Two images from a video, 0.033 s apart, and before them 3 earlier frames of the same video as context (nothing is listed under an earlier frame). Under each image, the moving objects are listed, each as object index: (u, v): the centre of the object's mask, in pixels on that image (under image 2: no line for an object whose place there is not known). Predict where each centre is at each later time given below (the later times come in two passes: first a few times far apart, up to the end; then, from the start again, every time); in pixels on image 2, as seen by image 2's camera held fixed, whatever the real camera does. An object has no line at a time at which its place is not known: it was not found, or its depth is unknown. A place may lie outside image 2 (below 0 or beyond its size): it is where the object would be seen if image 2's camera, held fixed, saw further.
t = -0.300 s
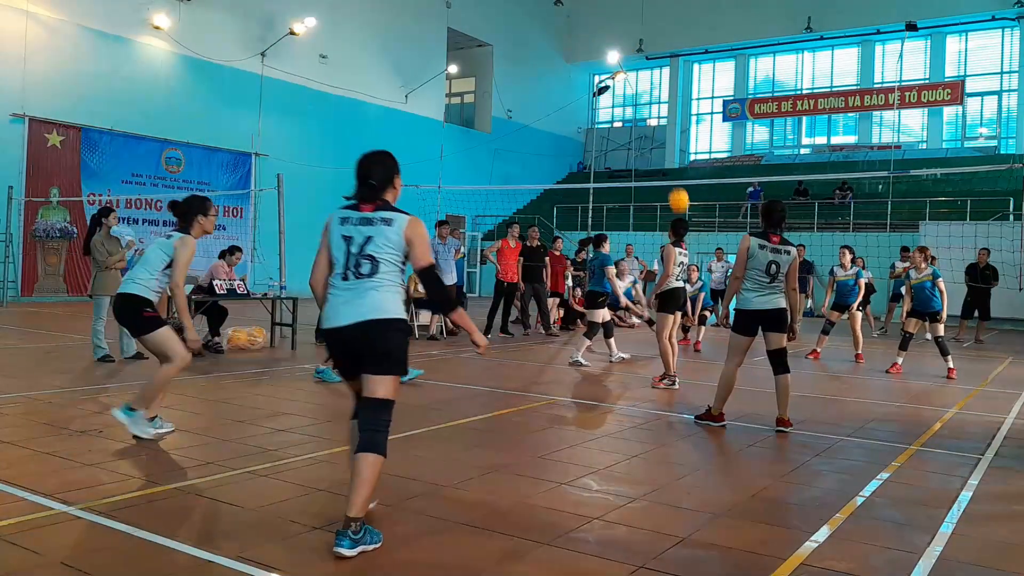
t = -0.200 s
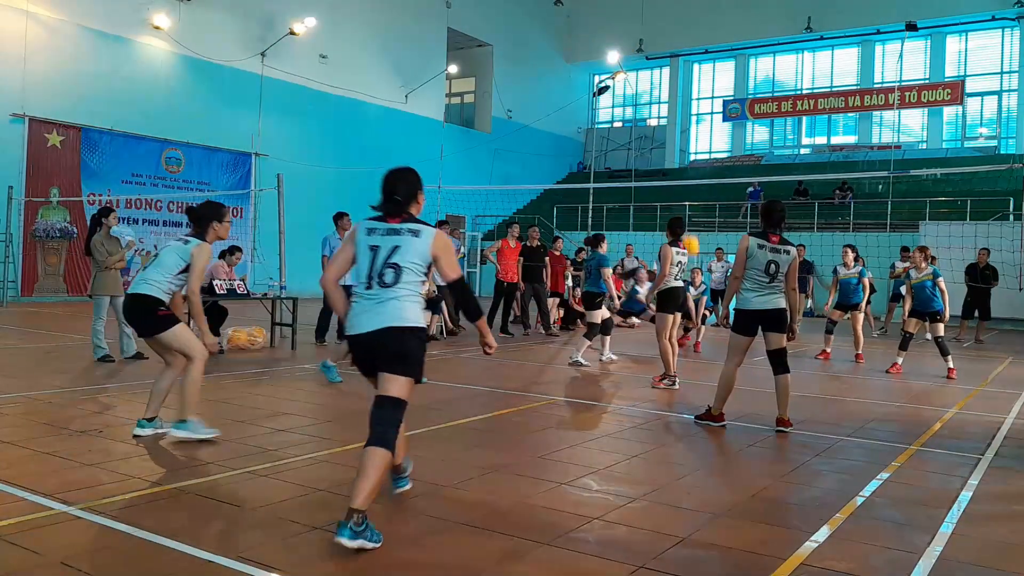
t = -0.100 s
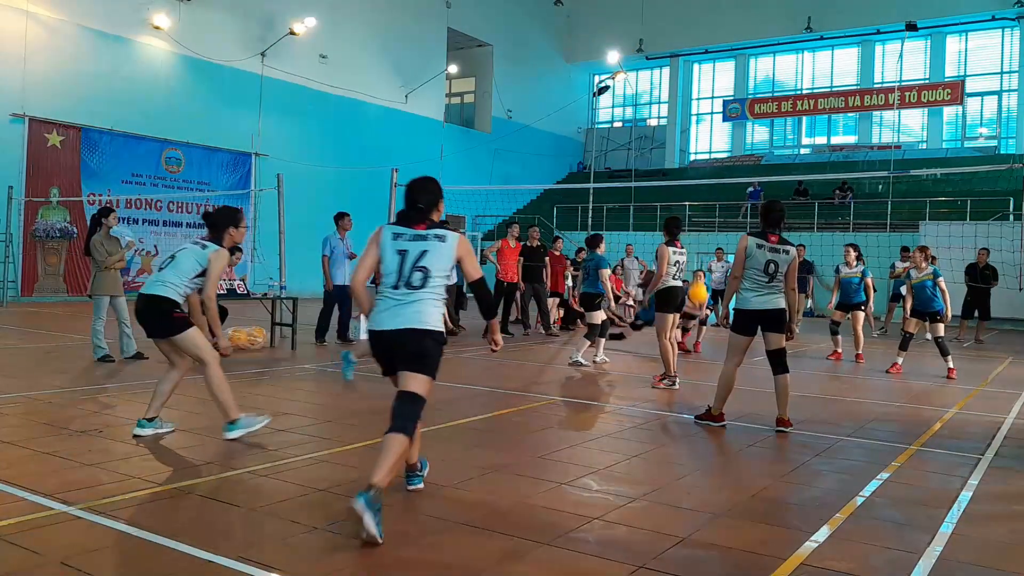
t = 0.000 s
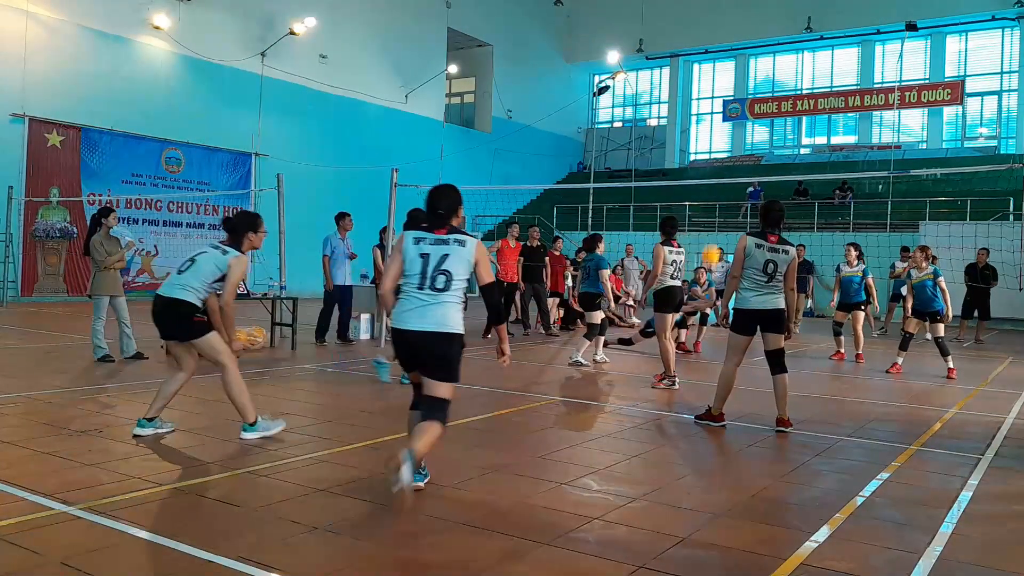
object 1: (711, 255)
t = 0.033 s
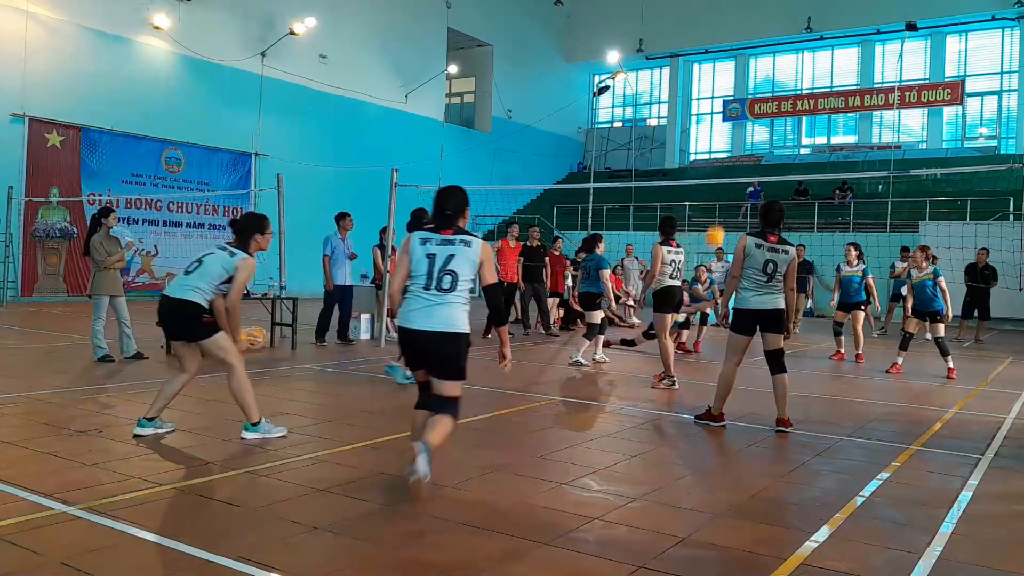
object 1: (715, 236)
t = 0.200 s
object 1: (735, 152)
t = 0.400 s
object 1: (753, 74)
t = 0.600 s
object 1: (770, 23)
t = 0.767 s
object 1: (782, 7)
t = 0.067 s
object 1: (719, 219)
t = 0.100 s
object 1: (723, 201)
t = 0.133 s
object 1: (727, 184)
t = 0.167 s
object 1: (731, 167)
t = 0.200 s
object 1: (735, 152)
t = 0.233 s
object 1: (738, 137)
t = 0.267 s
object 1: (741, 122)
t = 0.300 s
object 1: (744, 109)
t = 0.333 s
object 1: (747, 98)
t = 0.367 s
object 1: (750, 85)
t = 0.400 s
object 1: (753, 74)
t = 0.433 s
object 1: (755, 62)
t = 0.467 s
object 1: (759, 52)
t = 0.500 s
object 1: (762, 44)
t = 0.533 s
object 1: (765, 36)
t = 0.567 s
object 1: (767, 29)
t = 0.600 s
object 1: (770, 23)
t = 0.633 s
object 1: (772, 18)
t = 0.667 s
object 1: (775, 13)
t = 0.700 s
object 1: (777, 9)
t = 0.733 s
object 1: (779, 8)
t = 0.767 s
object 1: (782, 7)
